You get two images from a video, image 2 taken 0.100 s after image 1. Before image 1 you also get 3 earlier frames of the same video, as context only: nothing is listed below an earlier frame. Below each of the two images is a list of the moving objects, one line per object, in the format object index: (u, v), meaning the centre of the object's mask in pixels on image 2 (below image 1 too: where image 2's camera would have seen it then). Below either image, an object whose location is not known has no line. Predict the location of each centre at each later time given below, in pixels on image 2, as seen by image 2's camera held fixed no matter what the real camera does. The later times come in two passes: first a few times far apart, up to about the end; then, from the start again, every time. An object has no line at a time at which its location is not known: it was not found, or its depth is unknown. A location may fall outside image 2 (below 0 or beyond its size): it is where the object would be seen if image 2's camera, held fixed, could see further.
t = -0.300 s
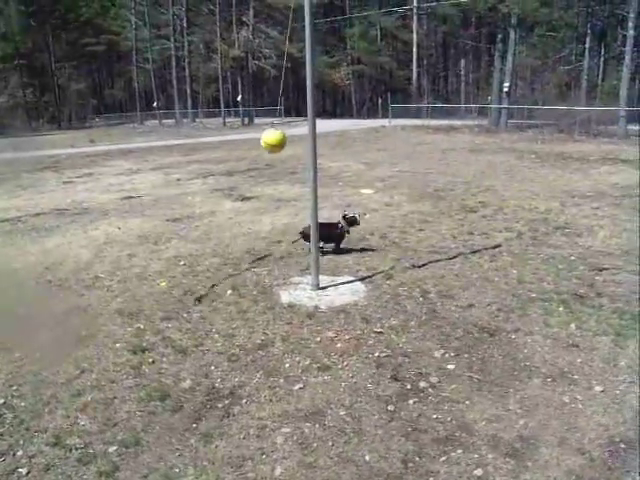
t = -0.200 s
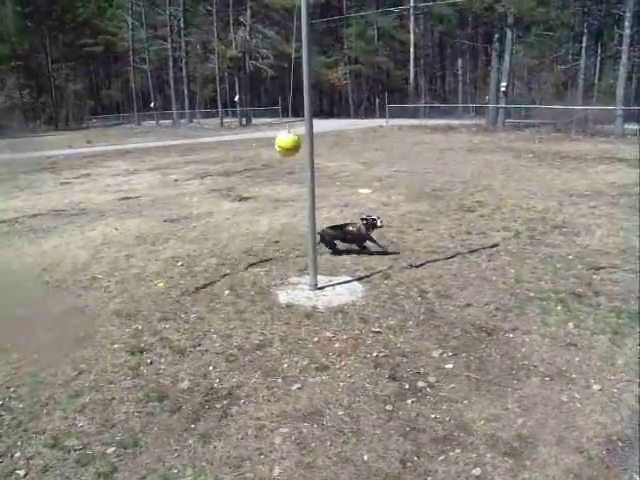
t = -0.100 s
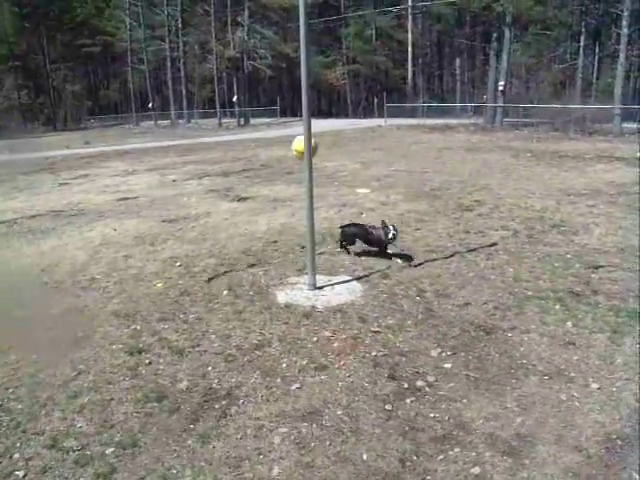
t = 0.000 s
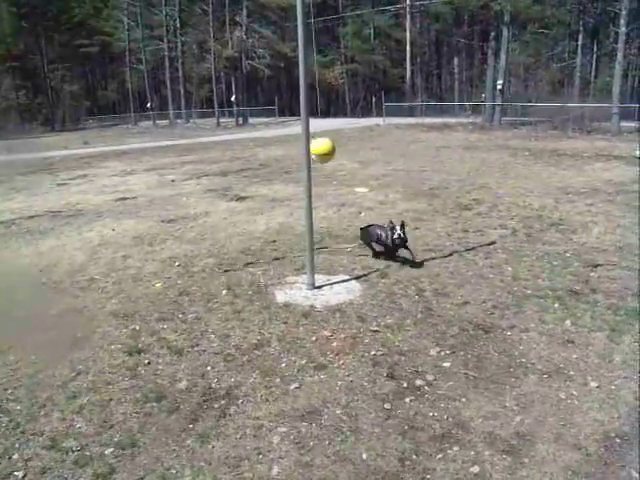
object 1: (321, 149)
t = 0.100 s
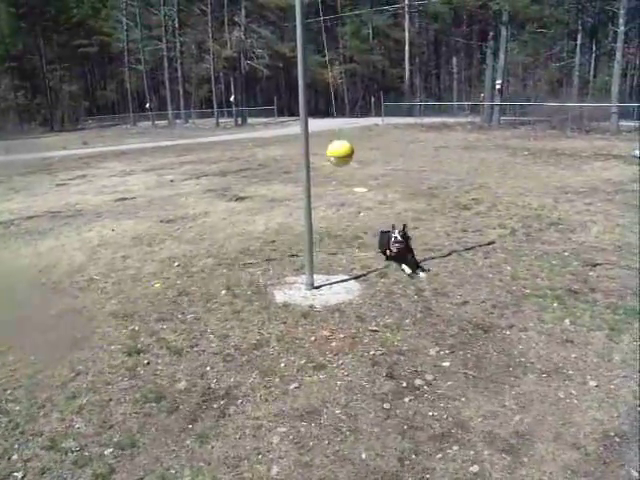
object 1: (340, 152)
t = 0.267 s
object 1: (370, 155)
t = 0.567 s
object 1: (407, 153)
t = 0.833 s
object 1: (406, 150)
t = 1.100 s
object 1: (365, 155)
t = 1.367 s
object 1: (300, 166)
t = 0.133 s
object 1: (346, 153)
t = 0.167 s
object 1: (352, 154)
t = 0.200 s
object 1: (359, 154)
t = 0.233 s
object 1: (365, 155)
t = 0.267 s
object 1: (370, 155)
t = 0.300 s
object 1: (376, 155)
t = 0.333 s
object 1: (381, 155)
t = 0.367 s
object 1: (386, 155)
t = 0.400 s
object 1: (391, 154)
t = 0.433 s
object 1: (395, 154)
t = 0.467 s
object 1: (399, 154)
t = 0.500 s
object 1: (402, 153)
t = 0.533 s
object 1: (405, 153)
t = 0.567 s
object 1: (407, 153)
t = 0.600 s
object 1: (409, 152)
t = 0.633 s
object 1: (411, 152)
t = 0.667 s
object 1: (412, 151)
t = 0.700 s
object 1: (412, 151)
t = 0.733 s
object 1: (411, 150)
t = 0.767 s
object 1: (410, 150)
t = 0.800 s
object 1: (409, 150)
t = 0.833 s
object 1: (406, 150)
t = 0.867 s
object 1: (403, 150)
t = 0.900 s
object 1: (400, 150)
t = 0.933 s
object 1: (395, 151)
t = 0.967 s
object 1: (390, 151)
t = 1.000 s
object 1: (385, 152)
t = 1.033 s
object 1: (379, 153)
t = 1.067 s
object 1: (372, 154)
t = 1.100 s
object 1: (365, 155)
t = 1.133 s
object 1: (358, 156)
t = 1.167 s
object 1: (350, 158)
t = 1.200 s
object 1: (342, 159)
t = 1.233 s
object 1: (334, 161)
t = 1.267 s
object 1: (325, 162)
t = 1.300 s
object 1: (317, 163)
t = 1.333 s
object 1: (308, 164)
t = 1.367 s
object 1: (300, 166)
